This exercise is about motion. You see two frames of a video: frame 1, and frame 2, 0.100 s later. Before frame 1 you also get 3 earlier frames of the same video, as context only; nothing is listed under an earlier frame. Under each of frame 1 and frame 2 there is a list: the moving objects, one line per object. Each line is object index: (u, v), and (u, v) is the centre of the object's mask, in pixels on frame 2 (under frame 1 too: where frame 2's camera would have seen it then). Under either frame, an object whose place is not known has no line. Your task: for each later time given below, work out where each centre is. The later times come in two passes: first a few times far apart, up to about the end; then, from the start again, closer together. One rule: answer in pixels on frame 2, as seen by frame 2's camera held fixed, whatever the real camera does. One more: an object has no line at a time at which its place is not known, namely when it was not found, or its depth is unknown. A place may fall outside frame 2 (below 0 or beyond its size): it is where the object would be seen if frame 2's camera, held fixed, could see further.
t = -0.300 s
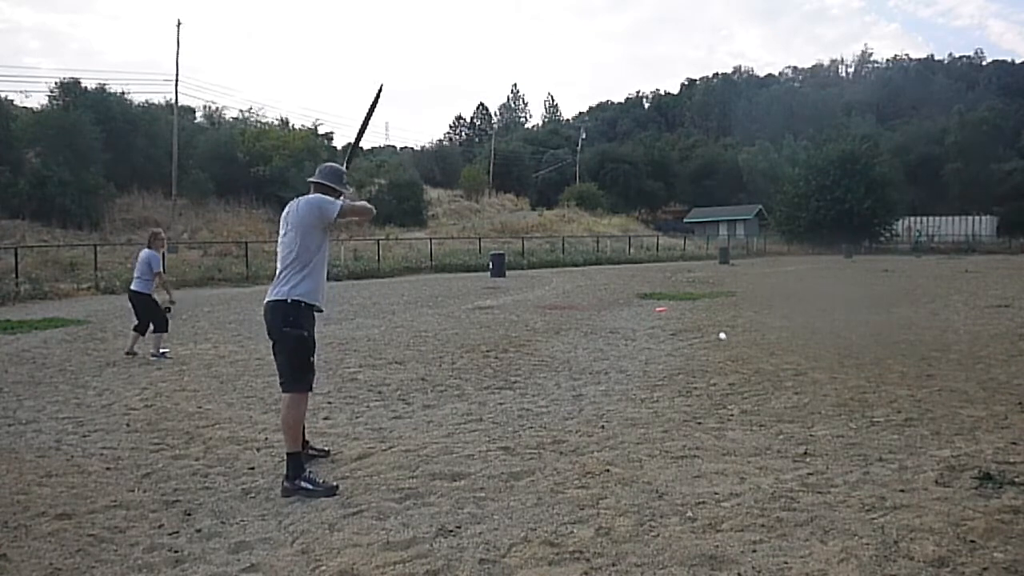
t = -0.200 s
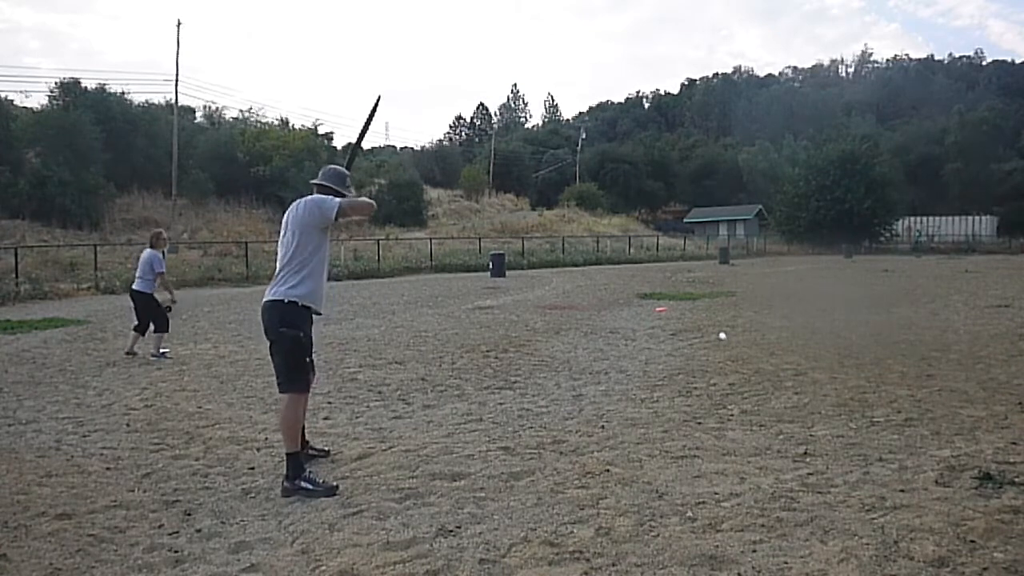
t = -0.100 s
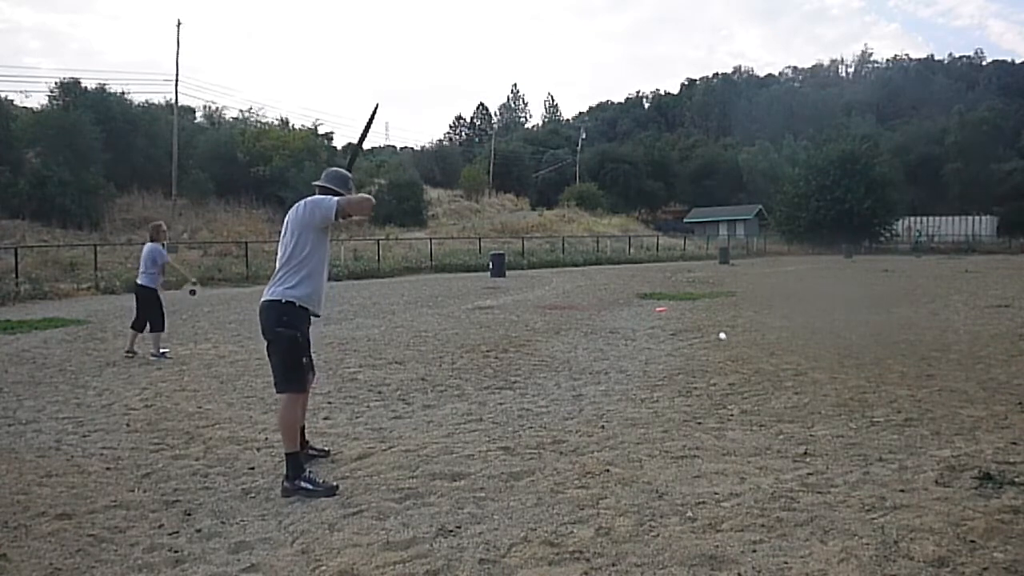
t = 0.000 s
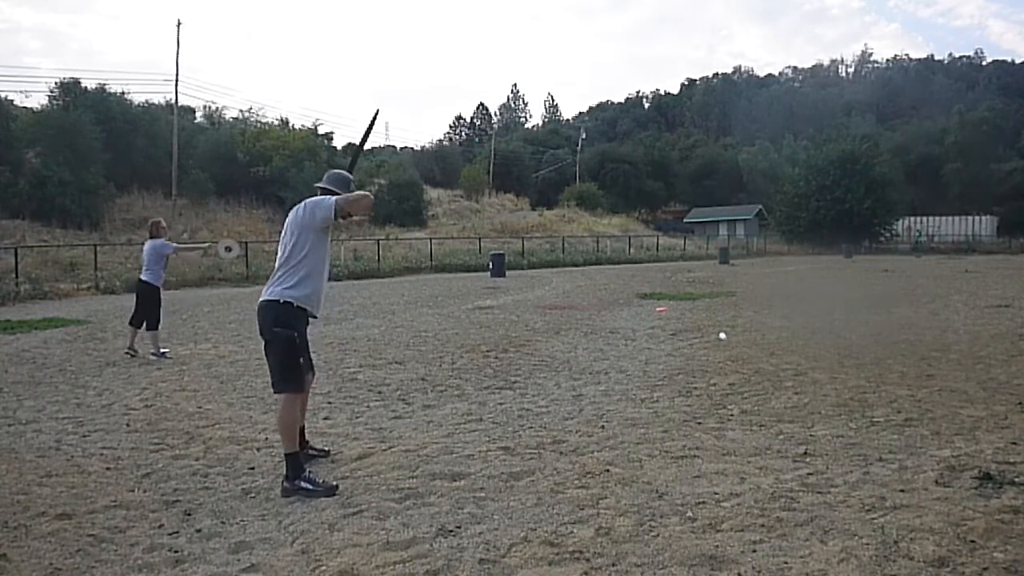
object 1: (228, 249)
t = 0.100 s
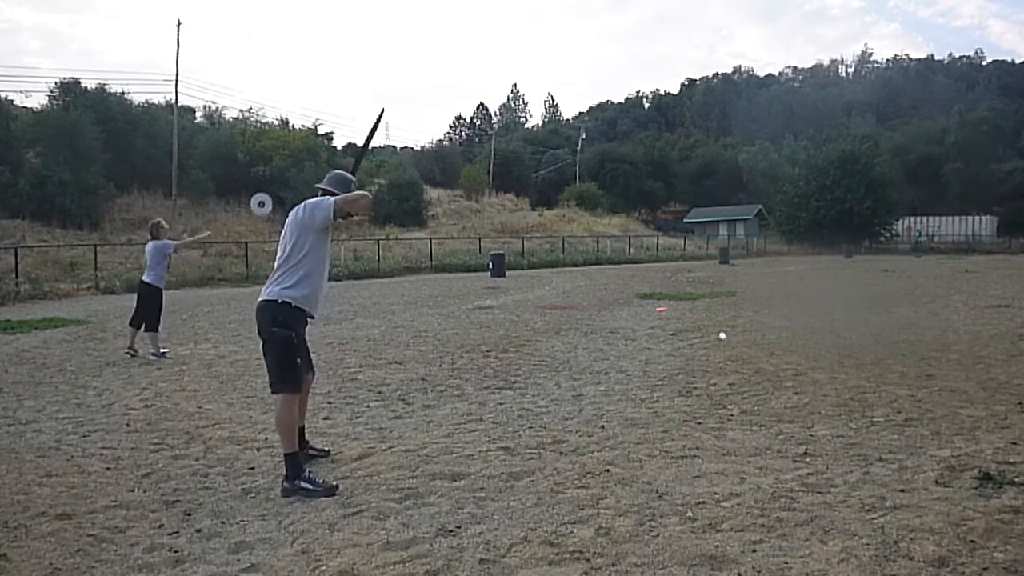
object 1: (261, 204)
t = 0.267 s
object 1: (319, 148)
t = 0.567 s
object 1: (431, 103)
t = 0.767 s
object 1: (508, 116)
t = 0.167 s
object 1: (283, 179)
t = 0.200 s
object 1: (295, 168)
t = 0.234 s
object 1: (307, 157)
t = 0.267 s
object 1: (319, 148)
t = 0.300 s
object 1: (330, 139)
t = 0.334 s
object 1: (343, 131)
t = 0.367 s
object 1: (355, 124)
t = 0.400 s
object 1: (366, 117)
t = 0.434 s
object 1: (378, 112)
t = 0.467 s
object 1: (394, 109)
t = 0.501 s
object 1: (405, 106)
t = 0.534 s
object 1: (418, 104)
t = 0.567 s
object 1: (431, 103)
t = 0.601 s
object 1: (443, 103)
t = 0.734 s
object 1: (496, 112)
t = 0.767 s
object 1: (508, 116)
